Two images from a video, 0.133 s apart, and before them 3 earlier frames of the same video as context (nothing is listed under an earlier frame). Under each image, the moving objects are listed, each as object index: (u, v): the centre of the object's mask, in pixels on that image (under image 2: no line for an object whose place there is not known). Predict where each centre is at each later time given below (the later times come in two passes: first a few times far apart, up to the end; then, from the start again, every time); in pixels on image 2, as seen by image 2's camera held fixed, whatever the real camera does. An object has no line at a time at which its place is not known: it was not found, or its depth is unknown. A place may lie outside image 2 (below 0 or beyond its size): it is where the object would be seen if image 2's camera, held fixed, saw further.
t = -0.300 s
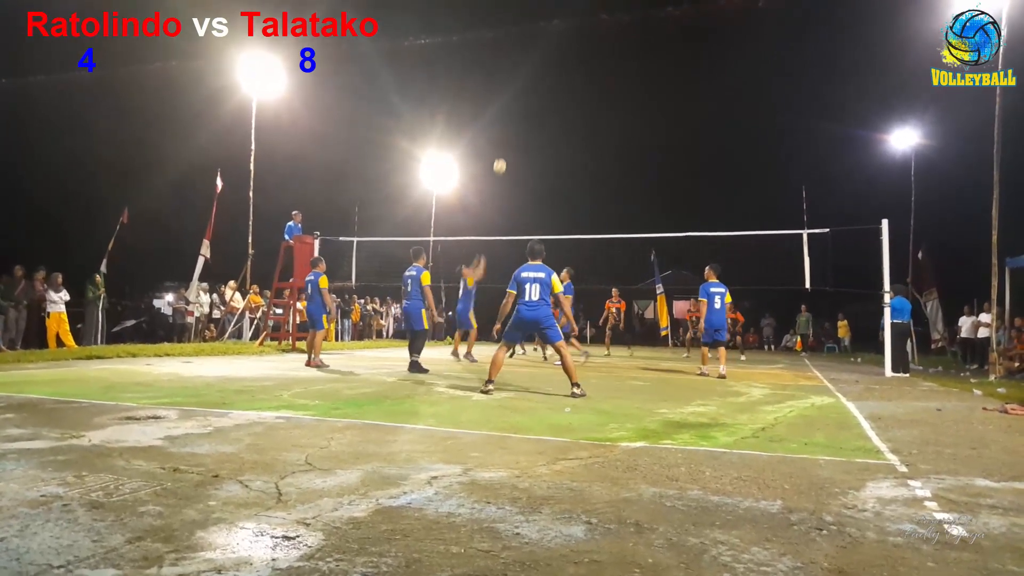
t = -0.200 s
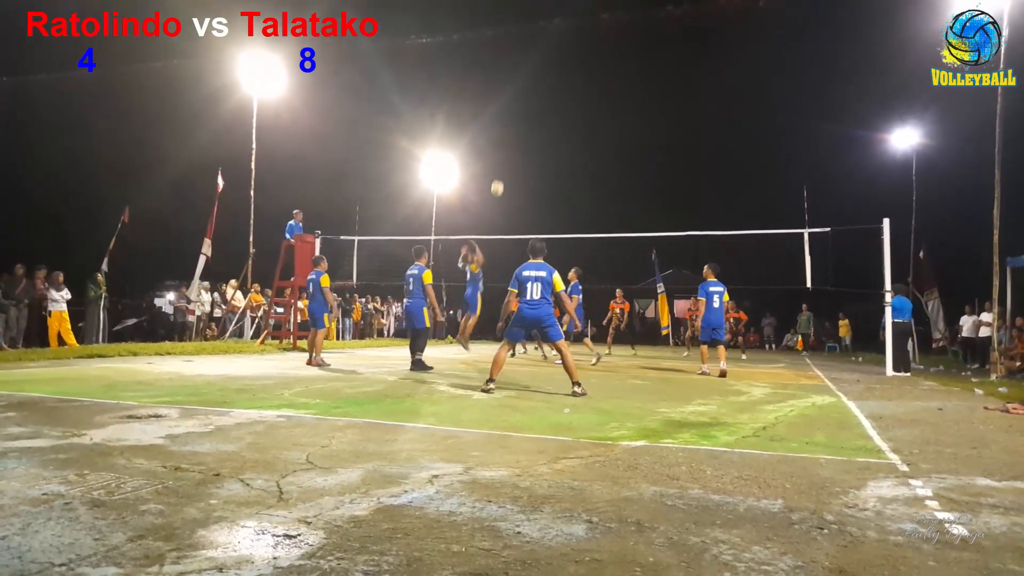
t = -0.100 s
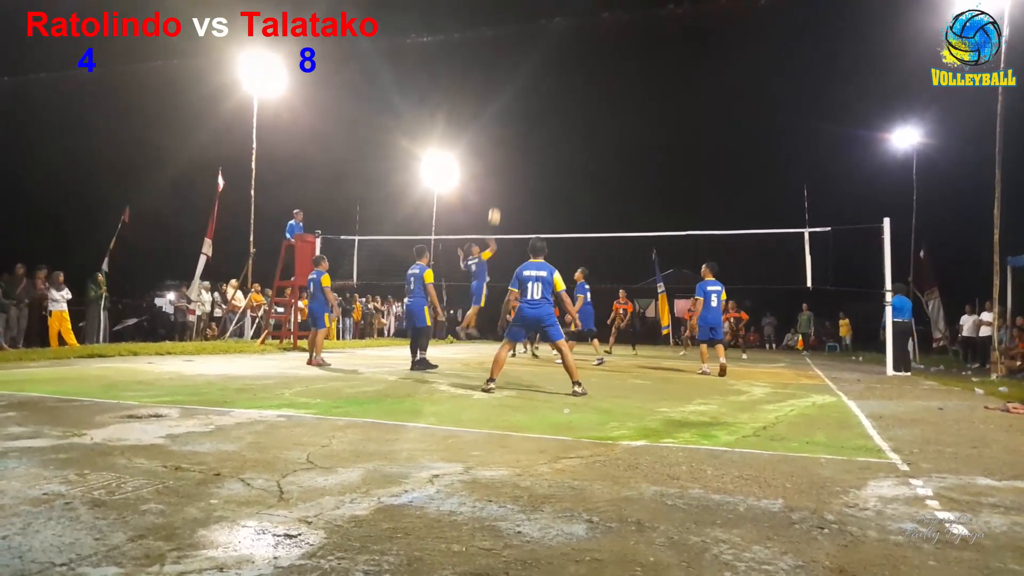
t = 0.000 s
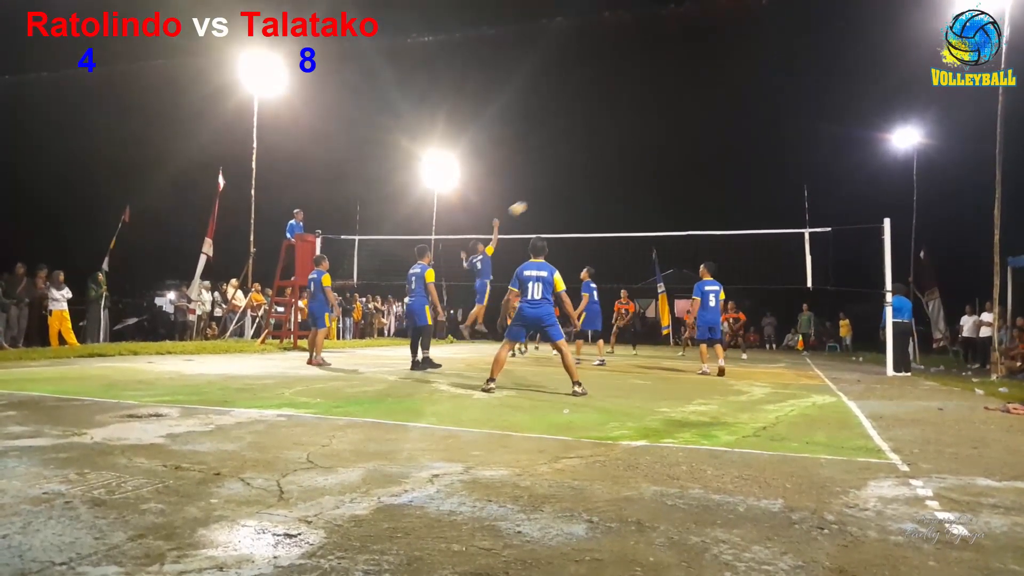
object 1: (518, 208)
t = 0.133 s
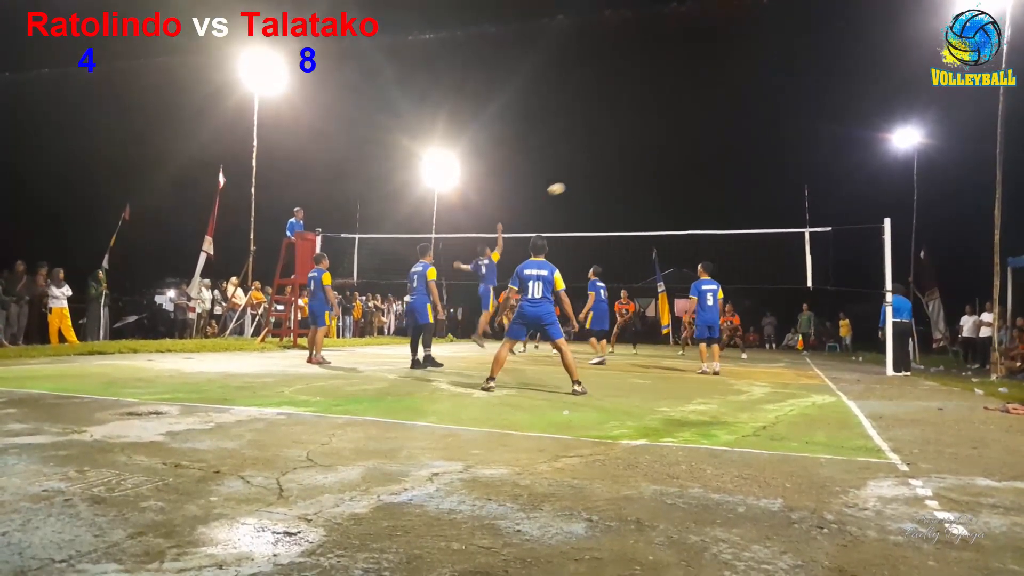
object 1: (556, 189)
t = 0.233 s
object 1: (583, 182)
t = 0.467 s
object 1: (637, 186)
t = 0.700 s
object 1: (683, 213)
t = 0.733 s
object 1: (689, 219)
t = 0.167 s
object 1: (565, 186)
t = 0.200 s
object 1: (574, 184)
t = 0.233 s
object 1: (583, 182)
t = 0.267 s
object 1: (591, 181)
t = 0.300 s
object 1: (599, 180)
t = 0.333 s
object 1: (608, 180)
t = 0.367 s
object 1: (615, 181)
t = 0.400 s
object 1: (623, 182)
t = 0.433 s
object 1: (630, 184)
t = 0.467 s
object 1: (637, 186)
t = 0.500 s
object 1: (644, 188)
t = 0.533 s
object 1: (652, 192)
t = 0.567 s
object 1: (658, 195)
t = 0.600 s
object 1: (665, 199)
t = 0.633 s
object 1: (671, 203)
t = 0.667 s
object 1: (677, 208)
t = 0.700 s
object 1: (683, 213)
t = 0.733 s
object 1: (689, 219)
